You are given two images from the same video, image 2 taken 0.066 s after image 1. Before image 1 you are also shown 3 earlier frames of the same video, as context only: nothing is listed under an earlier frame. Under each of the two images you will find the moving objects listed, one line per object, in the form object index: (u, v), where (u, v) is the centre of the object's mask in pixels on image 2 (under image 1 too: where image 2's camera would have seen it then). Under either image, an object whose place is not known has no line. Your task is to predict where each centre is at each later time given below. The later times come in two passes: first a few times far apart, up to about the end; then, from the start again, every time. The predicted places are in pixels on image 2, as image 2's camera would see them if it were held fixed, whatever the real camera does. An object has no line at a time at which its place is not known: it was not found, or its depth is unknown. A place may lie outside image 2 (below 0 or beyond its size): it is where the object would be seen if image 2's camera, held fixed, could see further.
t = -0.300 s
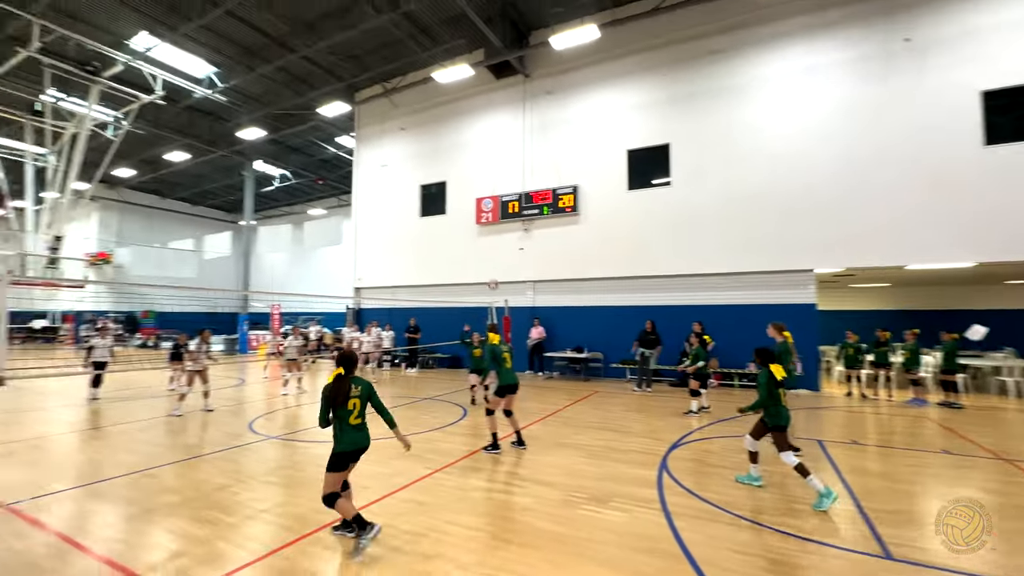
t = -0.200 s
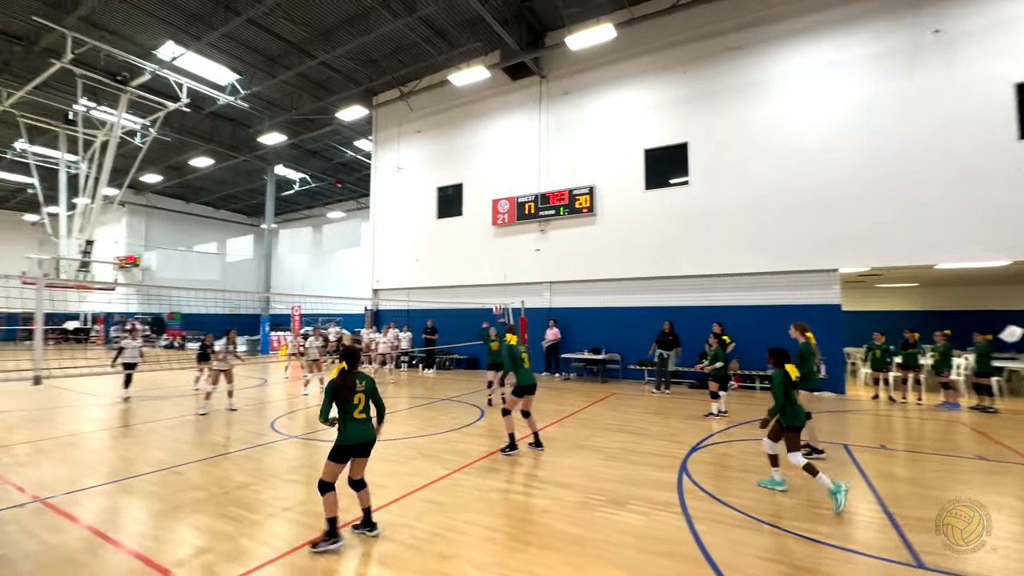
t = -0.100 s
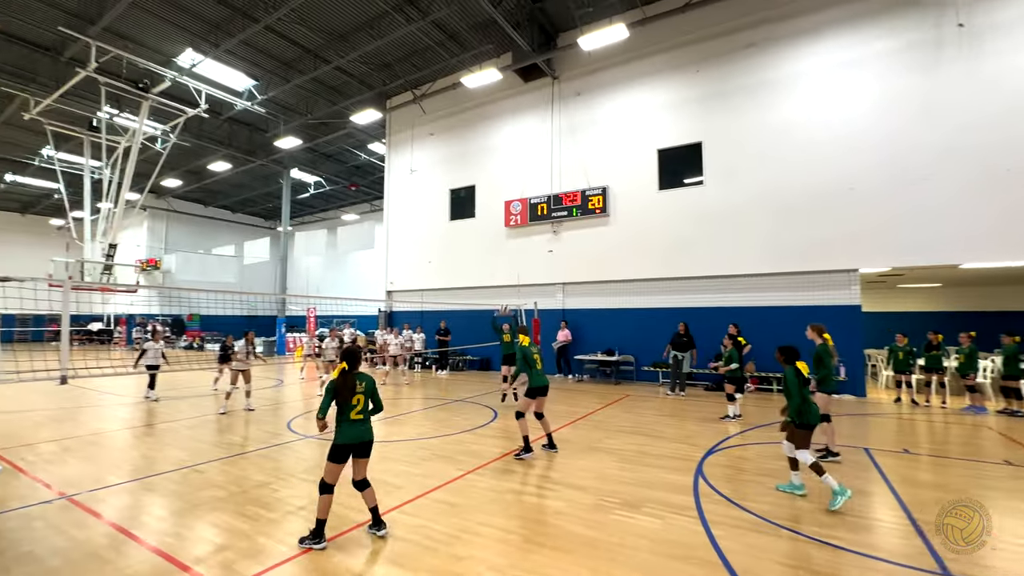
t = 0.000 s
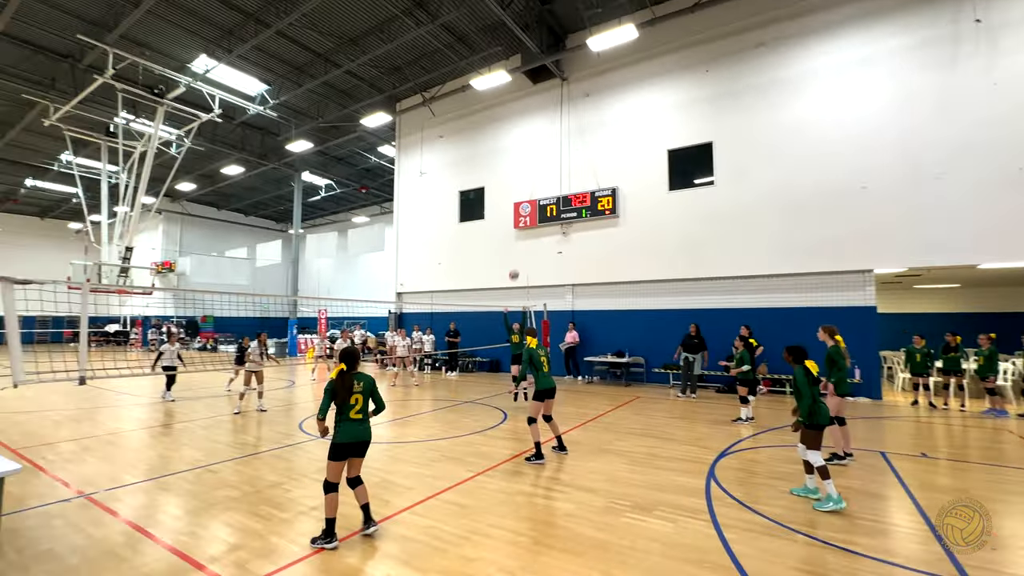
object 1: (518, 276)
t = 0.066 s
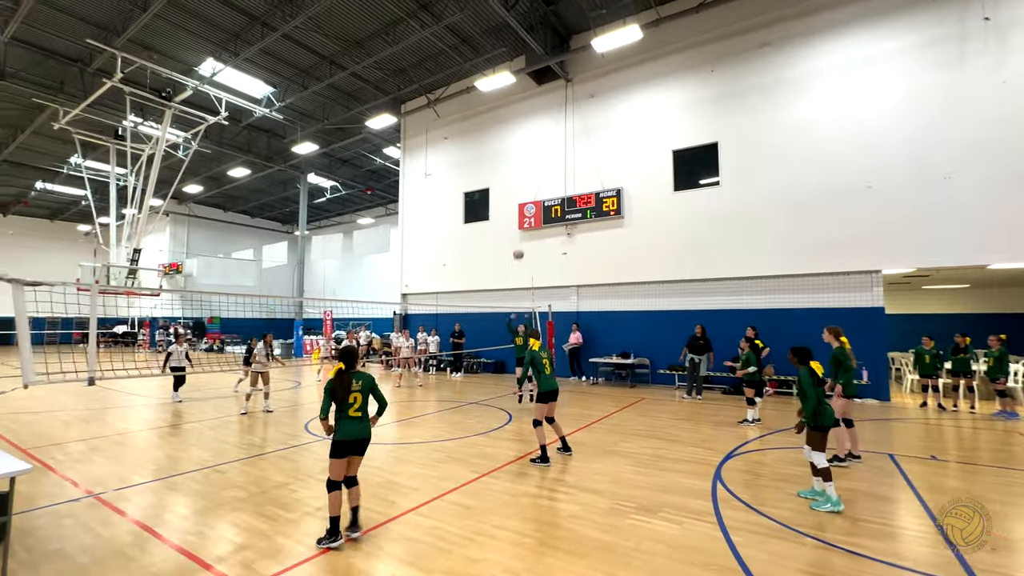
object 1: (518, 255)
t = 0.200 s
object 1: (517, 218)
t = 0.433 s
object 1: (518, 173)
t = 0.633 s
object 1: (518, 155)
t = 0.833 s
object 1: (518, 159)
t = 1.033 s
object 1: (517, 185)
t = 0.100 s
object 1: (518, 245)
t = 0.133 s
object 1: (518, 235)
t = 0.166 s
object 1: (518, 226)
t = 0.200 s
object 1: (517, 218)
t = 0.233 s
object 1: (518, 210)
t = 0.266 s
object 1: (517, 203)
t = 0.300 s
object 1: (518, 196)
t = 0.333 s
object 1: (518, 189)
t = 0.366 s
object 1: (518, 183)
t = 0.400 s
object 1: (518, 178)
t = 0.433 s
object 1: (518, 173)
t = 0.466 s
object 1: (518, 169)
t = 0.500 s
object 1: (518, 165)
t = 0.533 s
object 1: (518, 162)
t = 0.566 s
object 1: (518, 159)
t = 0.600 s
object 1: (518, 157)
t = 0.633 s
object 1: (518, 155)
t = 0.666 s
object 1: (518, 155)
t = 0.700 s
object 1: (518, 154)
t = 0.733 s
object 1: (518, 154)
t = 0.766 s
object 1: (518, 155)
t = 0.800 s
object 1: (518, 156)
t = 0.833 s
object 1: (518, 159)
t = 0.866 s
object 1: (517, 161)
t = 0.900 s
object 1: (518, 164)
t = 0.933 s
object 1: (518, 168)
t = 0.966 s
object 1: (518, 173)
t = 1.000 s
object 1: (517, 179)
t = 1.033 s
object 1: (517, 185)
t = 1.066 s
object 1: (517, 192)
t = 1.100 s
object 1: (517, 199)
